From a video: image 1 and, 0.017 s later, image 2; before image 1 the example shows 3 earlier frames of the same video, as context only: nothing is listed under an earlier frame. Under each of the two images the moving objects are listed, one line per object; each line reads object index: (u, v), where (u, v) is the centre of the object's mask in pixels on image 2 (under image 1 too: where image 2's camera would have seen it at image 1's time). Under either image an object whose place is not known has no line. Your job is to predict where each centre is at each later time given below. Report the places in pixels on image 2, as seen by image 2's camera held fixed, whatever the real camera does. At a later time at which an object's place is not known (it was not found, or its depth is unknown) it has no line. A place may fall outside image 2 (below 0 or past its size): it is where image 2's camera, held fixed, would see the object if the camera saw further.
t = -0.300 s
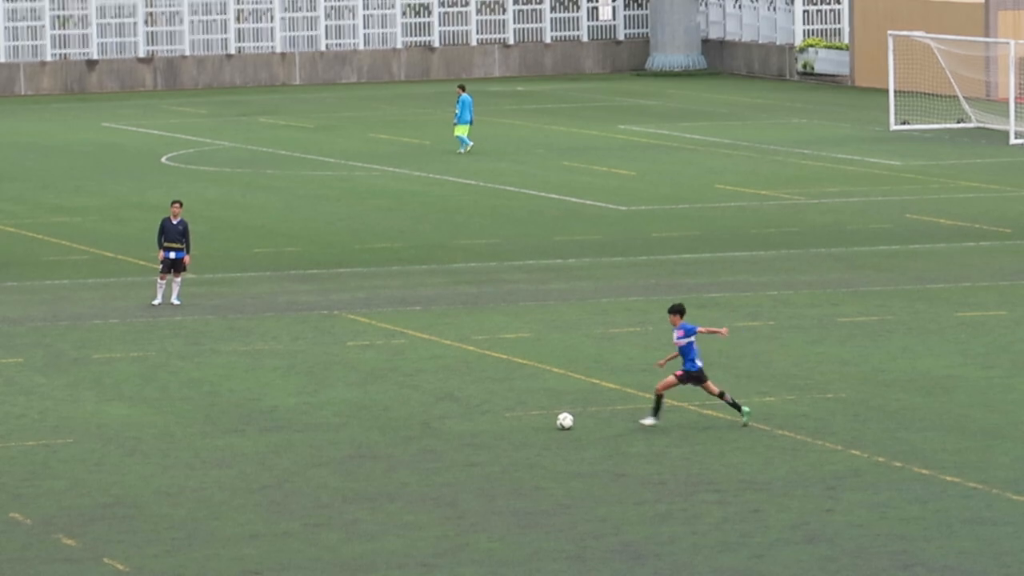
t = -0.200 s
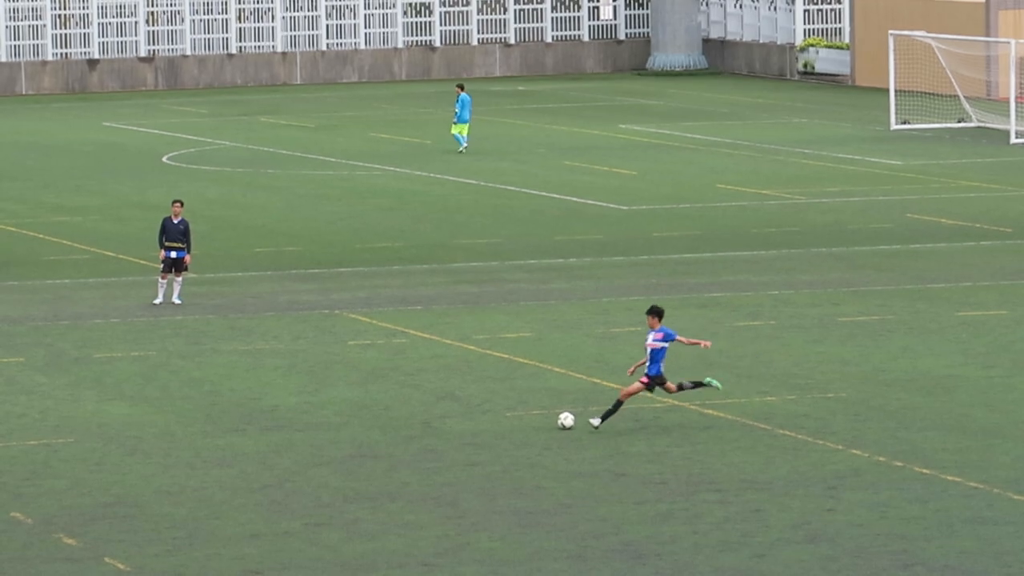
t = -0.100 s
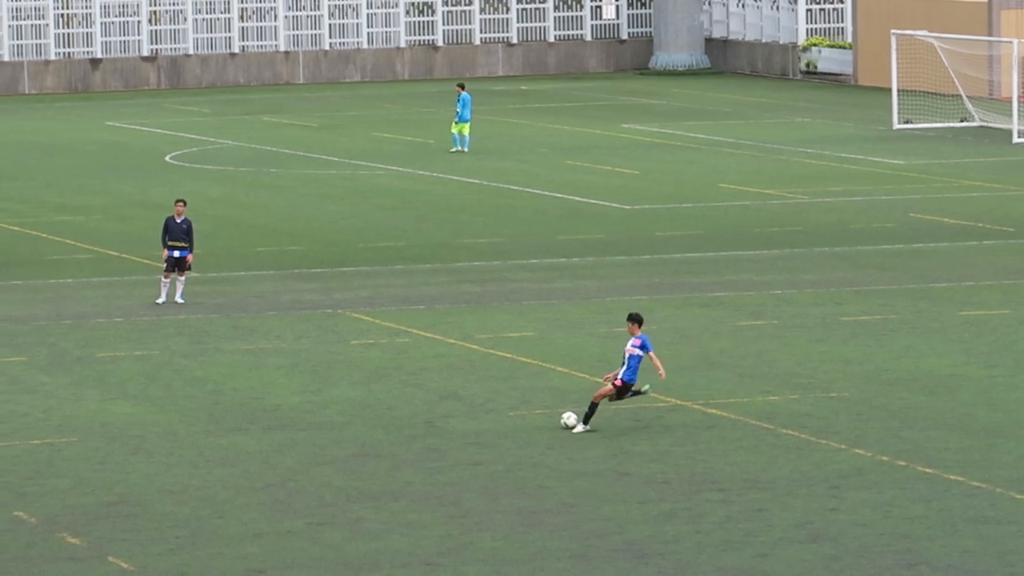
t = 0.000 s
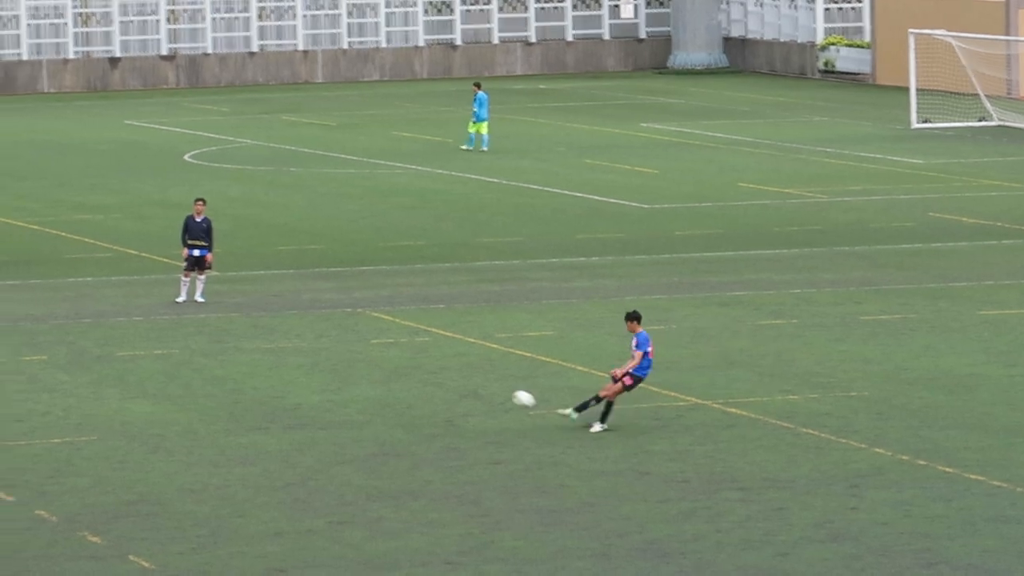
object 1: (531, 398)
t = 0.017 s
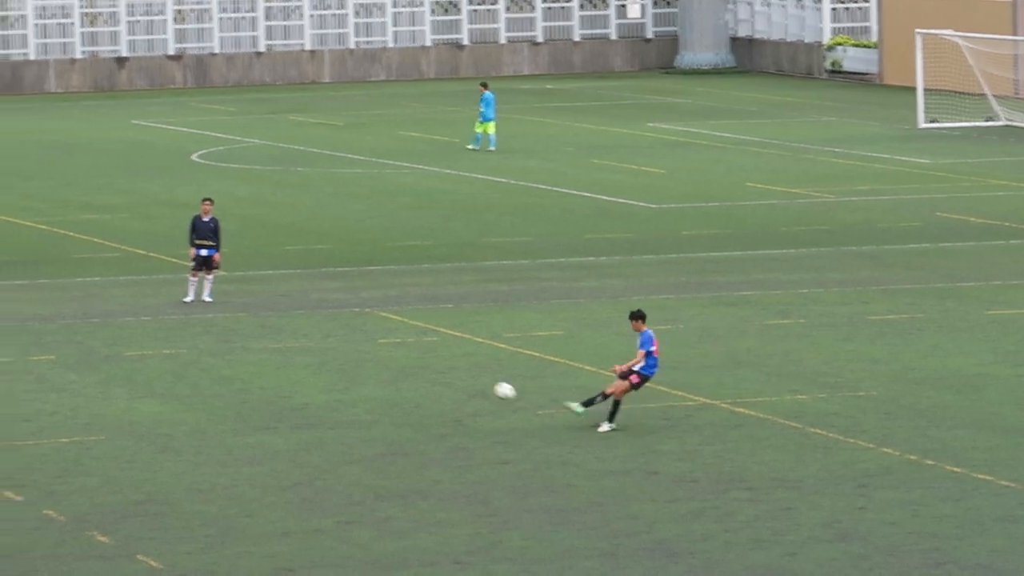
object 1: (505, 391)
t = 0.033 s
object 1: (479, 383)
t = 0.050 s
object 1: (451, 376)
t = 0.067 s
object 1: (425, 368)
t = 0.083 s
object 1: (399, 360)
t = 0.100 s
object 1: (374, 353)
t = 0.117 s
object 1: (347, 345)
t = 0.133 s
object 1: (321, 337)
